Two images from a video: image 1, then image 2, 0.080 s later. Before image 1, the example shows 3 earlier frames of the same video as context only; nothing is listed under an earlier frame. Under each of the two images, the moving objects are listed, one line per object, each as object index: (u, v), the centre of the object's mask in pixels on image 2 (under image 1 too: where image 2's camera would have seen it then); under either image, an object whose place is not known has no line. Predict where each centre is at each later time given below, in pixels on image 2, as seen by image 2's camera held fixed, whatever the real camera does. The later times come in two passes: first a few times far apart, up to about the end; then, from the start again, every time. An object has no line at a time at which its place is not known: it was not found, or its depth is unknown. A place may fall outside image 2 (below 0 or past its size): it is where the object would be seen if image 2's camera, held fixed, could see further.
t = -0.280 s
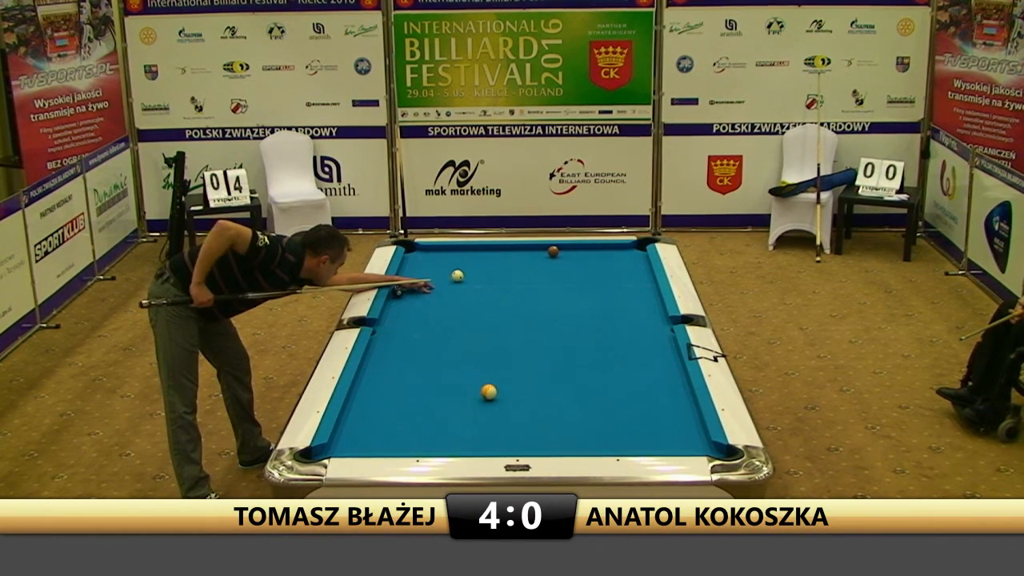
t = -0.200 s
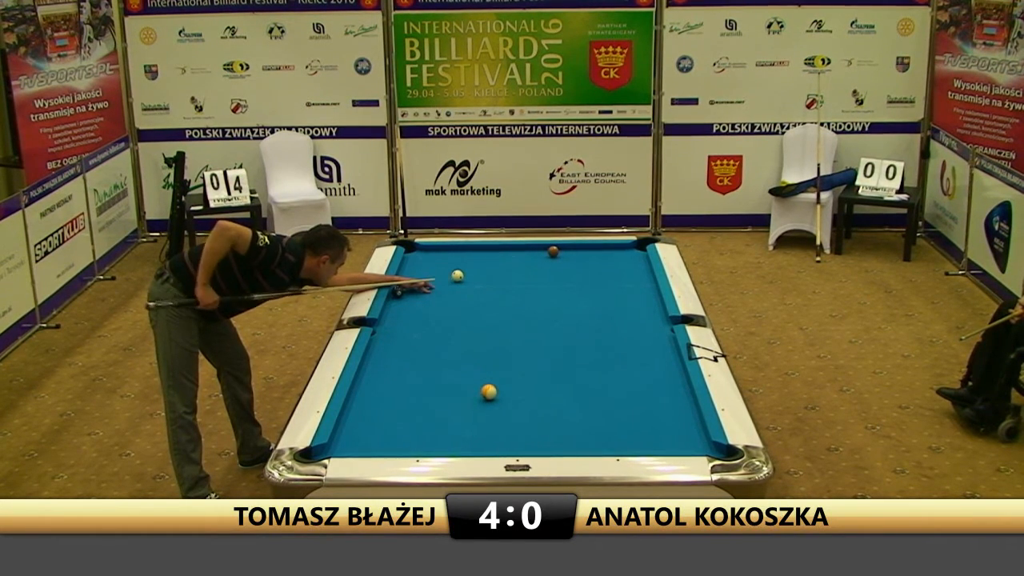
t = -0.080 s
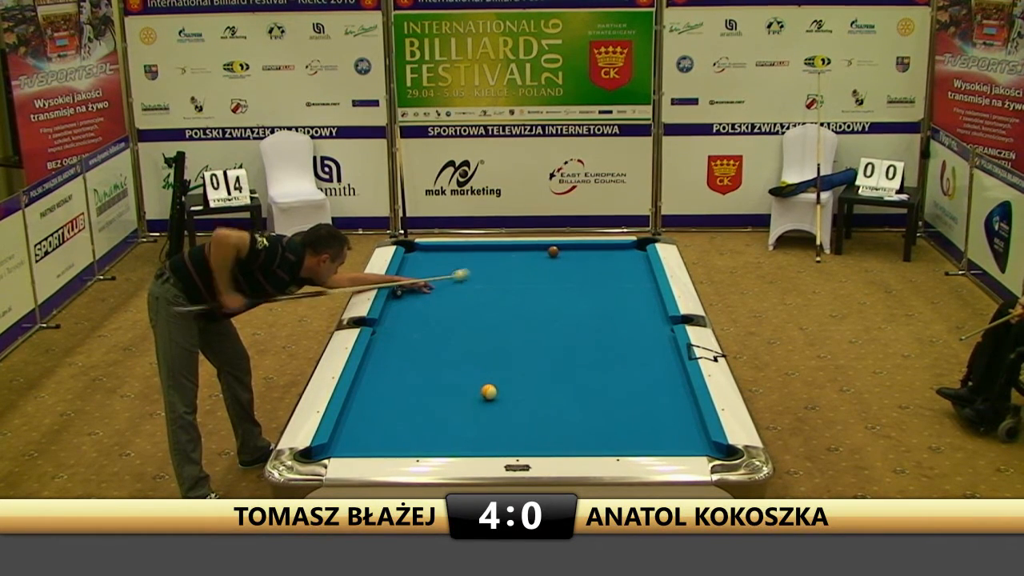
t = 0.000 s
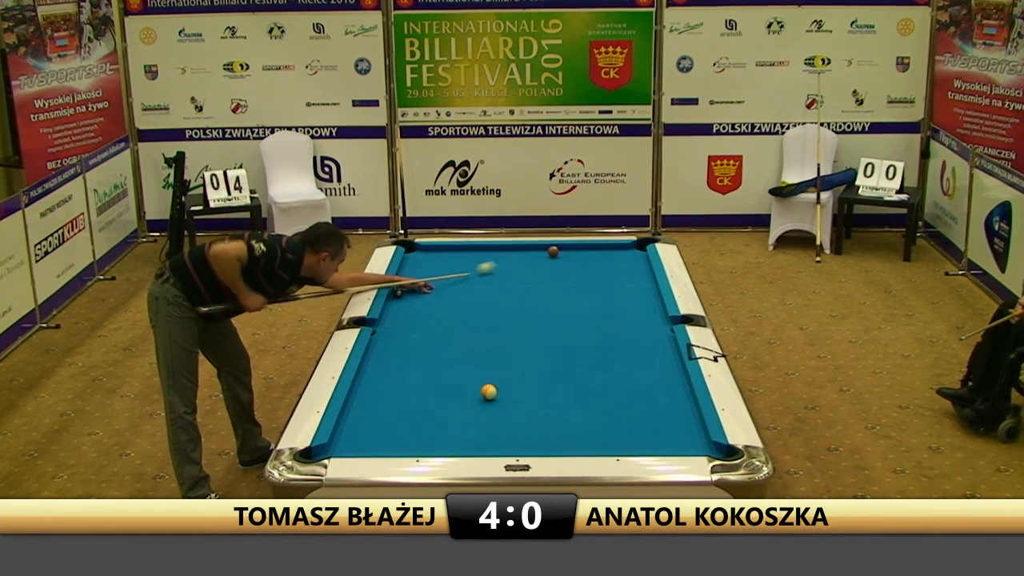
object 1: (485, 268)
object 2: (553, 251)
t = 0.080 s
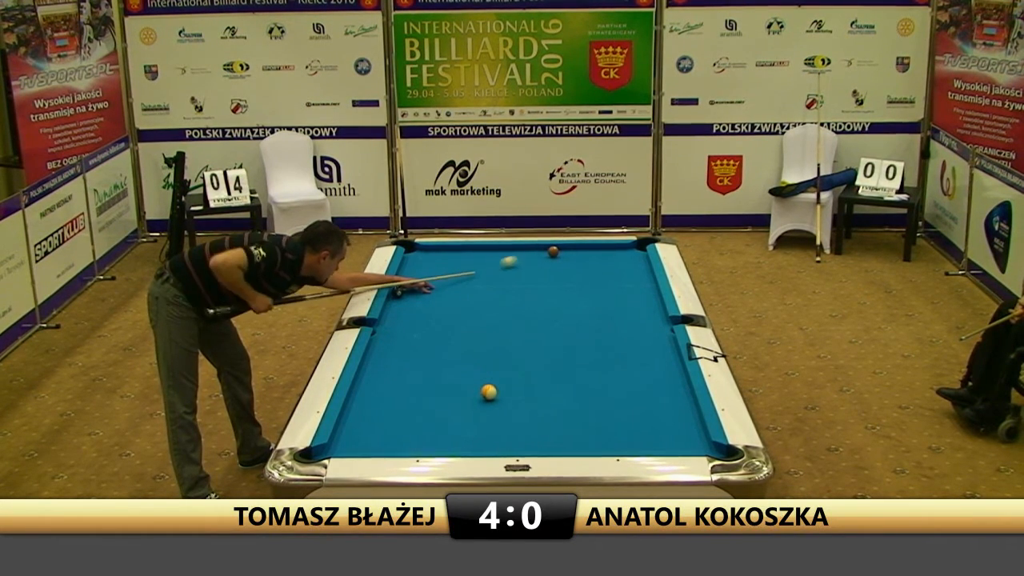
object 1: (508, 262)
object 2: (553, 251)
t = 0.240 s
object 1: (542, 252)
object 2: (557, 251)
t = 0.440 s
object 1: (539, 248)
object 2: (596, 248)
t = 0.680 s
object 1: (531, 253)
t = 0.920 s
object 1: (523, 258)
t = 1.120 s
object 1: (517, 262)
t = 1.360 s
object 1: (509, 266)
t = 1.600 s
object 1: (502, 271)
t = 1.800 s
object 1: (495, 275)
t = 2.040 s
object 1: (488, 279)
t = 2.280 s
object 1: (481, 283)
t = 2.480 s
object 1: (475, 286)
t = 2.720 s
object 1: (468, 290)
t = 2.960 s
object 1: (461, 294)
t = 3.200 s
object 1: (454, 297)
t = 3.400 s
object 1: (449, 300)
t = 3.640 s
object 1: (443, 303)
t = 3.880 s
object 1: (437, 306)
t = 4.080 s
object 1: (433, 308)
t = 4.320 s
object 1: (428, 311)
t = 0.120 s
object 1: (519, 259)
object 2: (553, 251)
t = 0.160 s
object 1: (528, 257)
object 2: (553, 251)
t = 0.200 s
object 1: (538, 254)
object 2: (553, 251)
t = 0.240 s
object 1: (542, 252)
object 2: (557, 251)
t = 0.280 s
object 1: (541, 251)
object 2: (566, 250)
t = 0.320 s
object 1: (541, 249)
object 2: (575, 249)
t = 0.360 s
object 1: (541, 248)
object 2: (582, 249)
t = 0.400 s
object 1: (540, 247)
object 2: (589, 248)
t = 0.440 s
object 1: (539, 248)
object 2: (596, 248)
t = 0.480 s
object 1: (538, 249)
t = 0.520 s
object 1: (536, 250)
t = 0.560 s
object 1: (535, 250)
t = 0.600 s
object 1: (534, 251)
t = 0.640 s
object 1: (532, 252)
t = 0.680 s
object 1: (531, 253)
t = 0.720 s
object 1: (530, 254)
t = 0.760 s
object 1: (528, 255)
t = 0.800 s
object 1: (527, 255)
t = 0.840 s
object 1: (526, 256)
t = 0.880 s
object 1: (525, 257)
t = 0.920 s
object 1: (523, 258)
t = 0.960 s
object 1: (522, 259)
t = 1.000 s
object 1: (521, 260)
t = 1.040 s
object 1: (519, 260)
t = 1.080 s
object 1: (518, 261)
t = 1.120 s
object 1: (517, 262)
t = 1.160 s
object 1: (516, 263)
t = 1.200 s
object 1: (514, 263)
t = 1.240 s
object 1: (513, 264)
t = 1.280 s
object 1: (512, 265)
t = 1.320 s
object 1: (510, 266)
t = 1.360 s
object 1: (509, 266)
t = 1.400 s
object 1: (508, 267)
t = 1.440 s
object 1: (506, 268)
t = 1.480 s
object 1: (505, 268)
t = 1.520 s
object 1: (504, 269)
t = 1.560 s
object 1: (503, 270)
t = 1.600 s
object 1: (502, 271)
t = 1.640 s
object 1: (500, 272)
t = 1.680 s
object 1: (499, 272)
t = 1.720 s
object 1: (498, 273)
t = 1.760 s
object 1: (497, 274)
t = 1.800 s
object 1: (495, 275)
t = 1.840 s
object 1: (494, 275)
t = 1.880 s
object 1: (493, 276)
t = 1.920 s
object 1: (492, 277)
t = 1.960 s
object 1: (491, 278)
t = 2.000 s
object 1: (489, 278)
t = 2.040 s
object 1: (488, 279)
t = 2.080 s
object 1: (487, 279)
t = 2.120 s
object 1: (486, 280)
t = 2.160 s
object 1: (484, 281)
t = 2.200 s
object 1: (483, 282)
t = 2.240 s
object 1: (482, 282)
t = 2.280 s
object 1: (481, 283)
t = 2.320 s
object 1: (479, 283)
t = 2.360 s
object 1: (478, 284)
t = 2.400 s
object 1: (477, 285)
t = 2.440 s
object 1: (476, 286)
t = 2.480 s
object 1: (475, 286)
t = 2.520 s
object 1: (474, 287)
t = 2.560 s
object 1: (472, 288)
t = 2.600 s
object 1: (471, 288)
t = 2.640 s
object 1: (470, 289)
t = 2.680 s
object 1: (469, 290)
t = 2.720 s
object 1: (468, 290)
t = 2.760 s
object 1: (467, 291)
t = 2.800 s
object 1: (465, 291)
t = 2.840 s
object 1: (464, 292)
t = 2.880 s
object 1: (463, 292)
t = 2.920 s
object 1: (462, 293)
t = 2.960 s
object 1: (461, 294)
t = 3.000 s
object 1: (460, 294)
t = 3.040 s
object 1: (459, 295)
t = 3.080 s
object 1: (458, 296)
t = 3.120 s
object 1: (457, 296)
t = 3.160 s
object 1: (455, 297)
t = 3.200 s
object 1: (454, 297)
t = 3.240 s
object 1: (453, 298)
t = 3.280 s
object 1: (452, 298)
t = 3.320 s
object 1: (451, 299)
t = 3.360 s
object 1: (450, 300)
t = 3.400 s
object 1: (449, 300)
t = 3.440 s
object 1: (448, 301)
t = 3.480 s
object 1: (447, 301)
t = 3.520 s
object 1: (446, 302)
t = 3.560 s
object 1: (445, 302)
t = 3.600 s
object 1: (444, 303)
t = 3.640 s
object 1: (443, 303)
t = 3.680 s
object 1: (442, 304)
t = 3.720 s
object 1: (441, 304)
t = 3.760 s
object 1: (440, 305)
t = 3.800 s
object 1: (439, 305)
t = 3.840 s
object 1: (438, 306)
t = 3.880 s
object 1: (437, 306)
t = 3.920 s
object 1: (436, 307)
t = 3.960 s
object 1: (436, 307)
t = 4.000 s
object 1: (435, 307)
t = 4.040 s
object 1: (434, 308)
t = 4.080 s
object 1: (433, 308)
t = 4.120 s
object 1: (432, 309)
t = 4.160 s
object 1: (431, 309)
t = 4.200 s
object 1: (430, 309)
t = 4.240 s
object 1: (429, 310)
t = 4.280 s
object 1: (429, 310)
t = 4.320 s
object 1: (428, 311)
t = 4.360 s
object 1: (427, 311)
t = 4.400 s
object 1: (426, 312)
